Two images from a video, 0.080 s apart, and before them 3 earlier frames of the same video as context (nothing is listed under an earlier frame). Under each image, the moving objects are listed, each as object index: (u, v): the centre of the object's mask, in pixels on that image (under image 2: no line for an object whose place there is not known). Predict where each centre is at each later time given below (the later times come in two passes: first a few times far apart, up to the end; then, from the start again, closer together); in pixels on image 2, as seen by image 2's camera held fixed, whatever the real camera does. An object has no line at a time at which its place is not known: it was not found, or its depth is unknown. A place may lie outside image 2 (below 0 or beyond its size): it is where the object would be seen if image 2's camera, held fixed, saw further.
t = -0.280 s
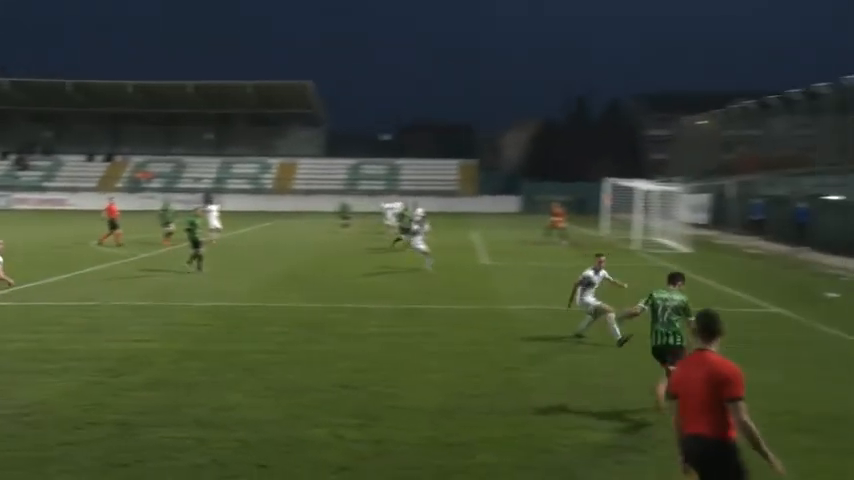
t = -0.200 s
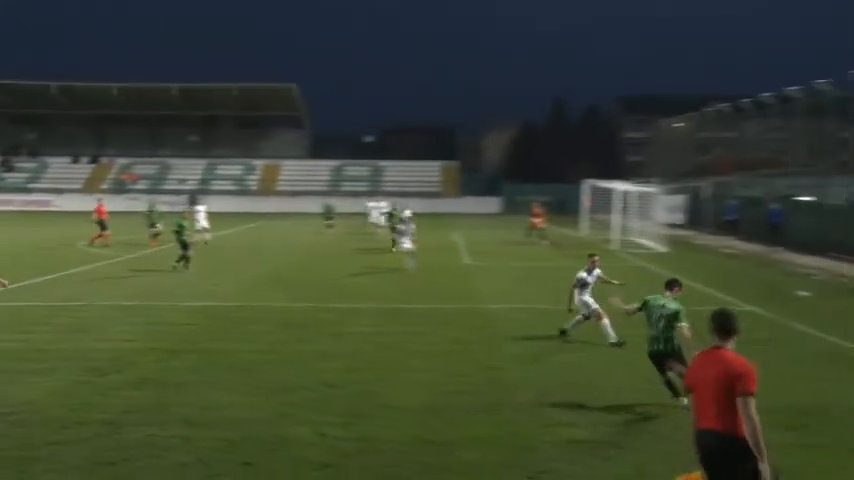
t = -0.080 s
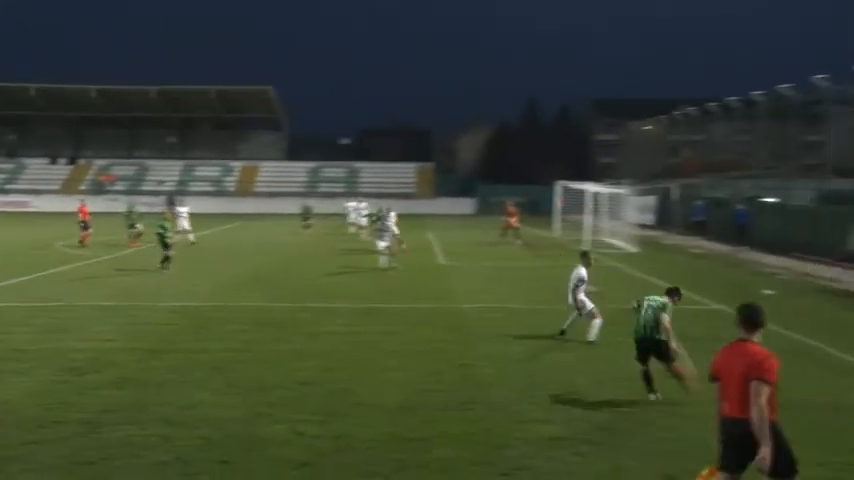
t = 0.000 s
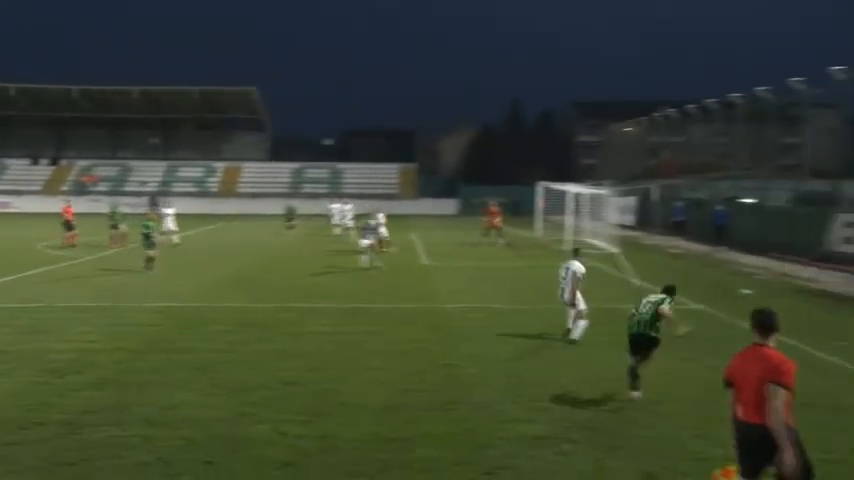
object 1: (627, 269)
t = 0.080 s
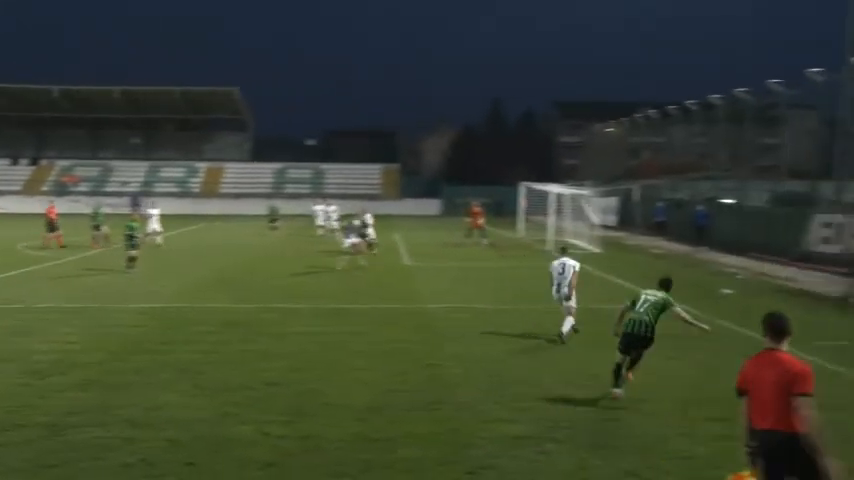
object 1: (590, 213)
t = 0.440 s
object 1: (531, 71)
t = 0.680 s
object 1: (514, 32)
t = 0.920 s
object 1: (505, 14)
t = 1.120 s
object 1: (500, 16)
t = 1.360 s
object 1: (496, 24)
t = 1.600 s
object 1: (495, 37)
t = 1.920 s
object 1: (494, 65)
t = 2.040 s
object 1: (494, 80)
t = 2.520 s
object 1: (493, 158)
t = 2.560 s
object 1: (493, 165)
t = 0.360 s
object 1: (539, 92)
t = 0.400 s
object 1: (535, 80)
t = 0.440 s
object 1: (531, 71)
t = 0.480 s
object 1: (528, 62)
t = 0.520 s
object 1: (525, 54)
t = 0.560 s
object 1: (521, 47)
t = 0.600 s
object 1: (519, 42)
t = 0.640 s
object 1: (517, 37)
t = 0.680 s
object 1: (514, 32)
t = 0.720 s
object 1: (513, 28)
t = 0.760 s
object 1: (511, 25)
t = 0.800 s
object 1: (510, 23)
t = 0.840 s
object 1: (509, 20)
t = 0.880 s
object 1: (508, 18)
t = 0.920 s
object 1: (505, 14)
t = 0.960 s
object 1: (504, 14)
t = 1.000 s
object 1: (503, 13)
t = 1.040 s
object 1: (502, 13)
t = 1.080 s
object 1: (501, 14)
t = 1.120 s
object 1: (500, 16)
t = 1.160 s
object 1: (499, 17)
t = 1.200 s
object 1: (498, 18)
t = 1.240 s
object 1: (498, 19)
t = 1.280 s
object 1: (497, 21)
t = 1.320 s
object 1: (497, 22)
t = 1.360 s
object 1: (496, 24)
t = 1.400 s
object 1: (496, 25)
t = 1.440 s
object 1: (496, 27)
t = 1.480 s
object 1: (495, 29)
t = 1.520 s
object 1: (495, 32)
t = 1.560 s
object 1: (495, 34)
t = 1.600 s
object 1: (495, 37)
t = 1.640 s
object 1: (495, 40)
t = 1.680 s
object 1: (494, 43)
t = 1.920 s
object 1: (494, 65)
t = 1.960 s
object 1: (494, 70)
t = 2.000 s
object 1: (494, 75)
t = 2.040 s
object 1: (494, 80)
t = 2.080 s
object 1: (494, 85)
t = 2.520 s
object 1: (493, 158)
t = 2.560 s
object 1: (493, 165)
